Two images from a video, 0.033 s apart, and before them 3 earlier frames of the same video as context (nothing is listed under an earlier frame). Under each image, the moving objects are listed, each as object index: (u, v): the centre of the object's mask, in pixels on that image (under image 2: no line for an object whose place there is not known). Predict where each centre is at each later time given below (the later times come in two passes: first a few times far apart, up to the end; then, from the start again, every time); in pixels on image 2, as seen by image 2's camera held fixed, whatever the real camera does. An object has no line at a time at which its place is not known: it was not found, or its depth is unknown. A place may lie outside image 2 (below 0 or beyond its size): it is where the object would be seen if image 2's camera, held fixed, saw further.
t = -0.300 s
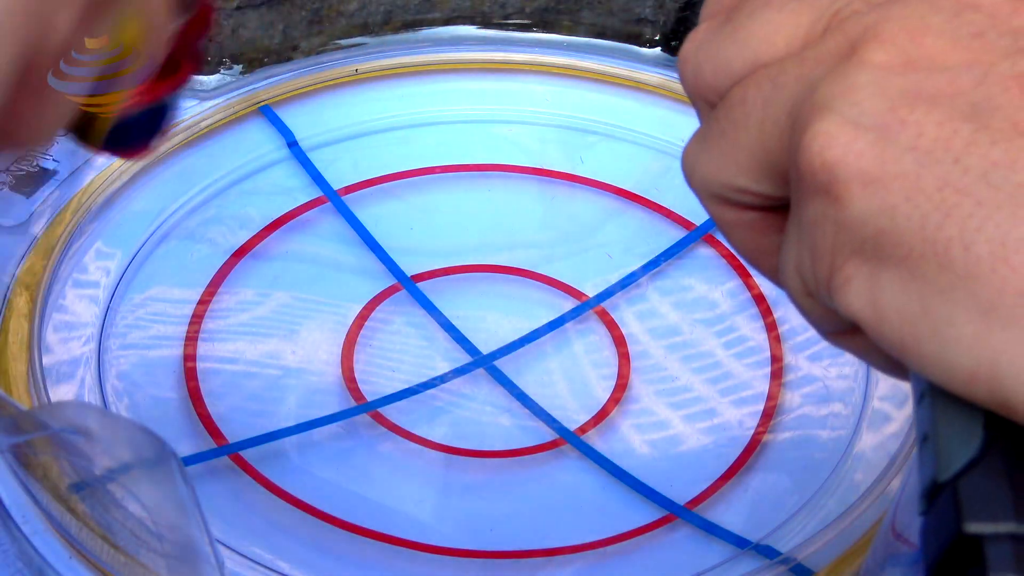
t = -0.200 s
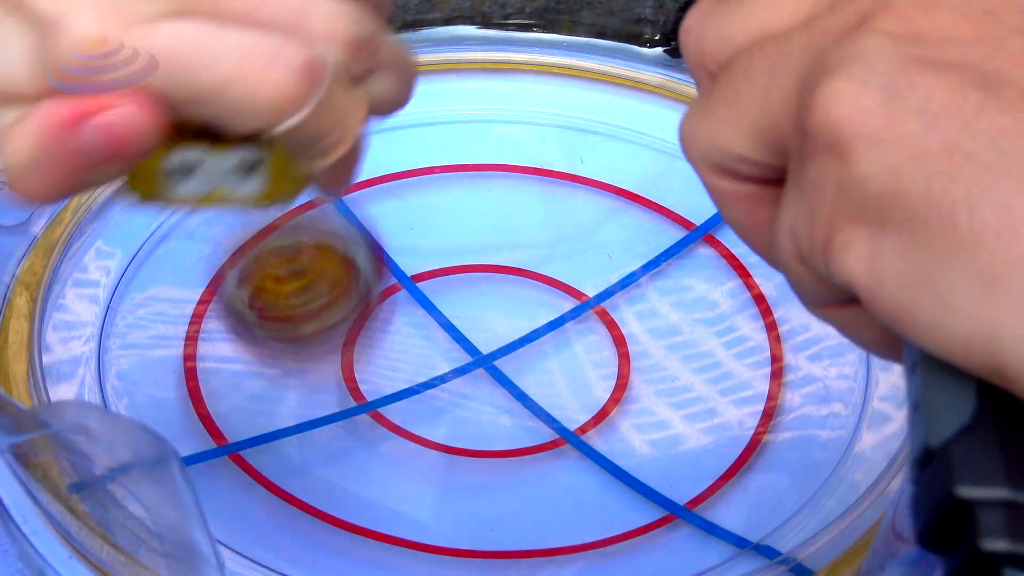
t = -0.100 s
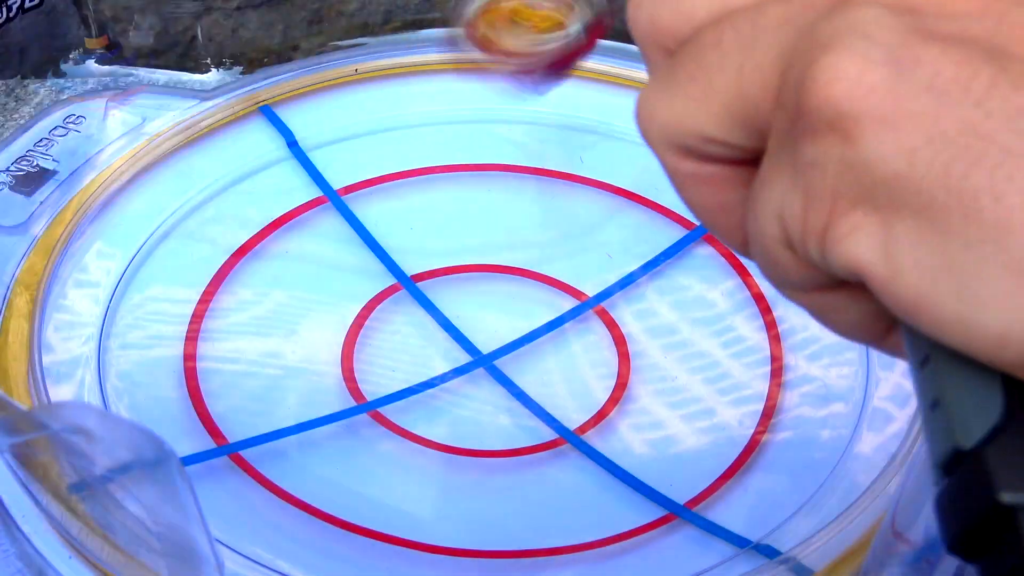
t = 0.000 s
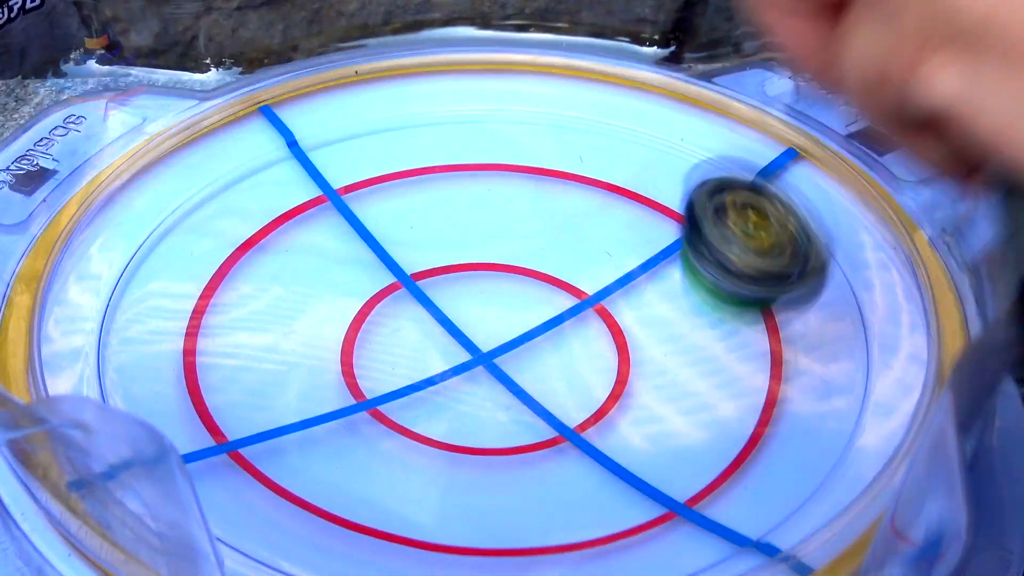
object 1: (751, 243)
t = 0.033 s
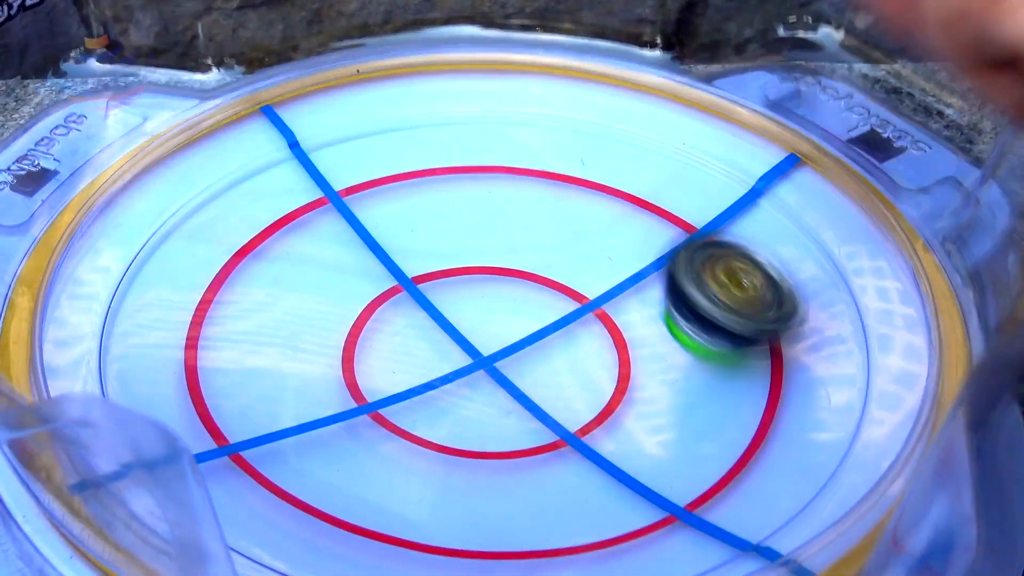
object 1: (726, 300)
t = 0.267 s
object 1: (451, 133)
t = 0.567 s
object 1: (267, 202)
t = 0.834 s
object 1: (449, 321)
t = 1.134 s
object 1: (750, 198)
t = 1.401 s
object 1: (557, 156)
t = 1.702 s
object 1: (402, 305)
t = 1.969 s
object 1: (603, 253)
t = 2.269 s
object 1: (555, 240)
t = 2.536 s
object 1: (634, 307)
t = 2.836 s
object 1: (573, 360)
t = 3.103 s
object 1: (606, 368)
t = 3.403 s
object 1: (478, 347)
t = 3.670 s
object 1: (502, 389)
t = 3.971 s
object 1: (525, 341)
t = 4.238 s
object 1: (568, 343)
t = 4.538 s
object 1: (576, 379)
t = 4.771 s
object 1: (613, 346)
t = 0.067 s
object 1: (688, 259)
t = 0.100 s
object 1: (645, 241)
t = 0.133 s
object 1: (603, 237)
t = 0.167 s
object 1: (563, 202)
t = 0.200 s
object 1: (522, 184)
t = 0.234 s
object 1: (486, 158)
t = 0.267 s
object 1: (451, 133)
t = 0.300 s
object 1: (420, 111)
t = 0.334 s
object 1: (388, 90)
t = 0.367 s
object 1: (362, 83)
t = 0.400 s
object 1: (340, 93)
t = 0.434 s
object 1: (318, 114)
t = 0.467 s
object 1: (301, 132)
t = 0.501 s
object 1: (284, 155)
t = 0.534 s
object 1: (274, 180)
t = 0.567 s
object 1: (267, 202)
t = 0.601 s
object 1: (265, 223)
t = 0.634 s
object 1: (269, 246)
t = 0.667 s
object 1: (284, 265)
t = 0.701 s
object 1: (303, 285)
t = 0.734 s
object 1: (327, 295)
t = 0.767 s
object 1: (361, 310)
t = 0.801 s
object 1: (401, 317)
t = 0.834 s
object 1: (449, 321)
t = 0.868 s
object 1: (499, 320)
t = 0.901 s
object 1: (546, 315)
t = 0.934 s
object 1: (593, 310)
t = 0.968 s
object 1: (634, 297)
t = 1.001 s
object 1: (669, 281)
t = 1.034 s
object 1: (701, 261)
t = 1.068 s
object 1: (725, 241)
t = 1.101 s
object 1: (741, 220)
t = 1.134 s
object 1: (750, 198)
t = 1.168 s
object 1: (754, 176)
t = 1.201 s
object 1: (752, 154)
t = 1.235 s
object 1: (737, 138)
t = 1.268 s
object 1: (712, 133)
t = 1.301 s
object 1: (676, 134)
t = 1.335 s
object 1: (639, 138)
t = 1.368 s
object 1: (598, 146)
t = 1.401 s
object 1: (557, 156)
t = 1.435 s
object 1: (520, 168)
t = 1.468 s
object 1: (488, 183)
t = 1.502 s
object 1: (457, 204)
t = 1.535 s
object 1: (431, 225)
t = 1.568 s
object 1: (411, 243)
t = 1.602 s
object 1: (397, 257)
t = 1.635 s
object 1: (388, 272)
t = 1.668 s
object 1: (388, 290)
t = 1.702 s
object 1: (402, 305)
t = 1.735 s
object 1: (439, 301)
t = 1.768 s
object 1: (471, 292)
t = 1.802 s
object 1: (503, 289)
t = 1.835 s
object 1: (531, 283)
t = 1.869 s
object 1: (554, 276)
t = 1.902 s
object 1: (572, 267)
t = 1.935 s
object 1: (589, 261)
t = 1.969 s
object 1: (603, 253)
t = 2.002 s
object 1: (616, 246)
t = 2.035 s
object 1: (623, 236)
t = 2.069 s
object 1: (622, 228)
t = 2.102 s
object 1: (613, 222)
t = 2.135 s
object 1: (603, 220)
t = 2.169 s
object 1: (591, 220)
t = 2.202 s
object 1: (580, 223)
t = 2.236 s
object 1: (568, 230)
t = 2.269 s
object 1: (555, 240)
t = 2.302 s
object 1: (542, 256)
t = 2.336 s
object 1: (559, 260)
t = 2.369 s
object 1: (581, 274)
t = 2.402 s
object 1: (594, 278)
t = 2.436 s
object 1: (604, 286)
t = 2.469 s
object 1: (616, 294)
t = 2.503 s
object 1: (628, 300)
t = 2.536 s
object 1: (634, 307)
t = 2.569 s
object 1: (635, 312)
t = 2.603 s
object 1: (629, 317)
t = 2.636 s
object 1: (620, 319)
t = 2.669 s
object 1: (610, 321)
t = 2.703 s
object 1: (600, 326)
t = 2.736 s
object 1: (590, 332)
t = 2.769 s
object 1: (582, 340)
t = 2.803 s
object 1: (576, 350)
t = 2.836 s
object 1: (573, 360)
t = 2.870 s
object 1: (574, 368)
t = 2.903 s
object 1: (579, 376)
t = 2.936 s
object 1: (587, 382)
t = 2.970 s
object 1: (597, 385)
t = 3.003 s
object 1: (605, 384)
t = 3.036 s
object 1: (610, 381)
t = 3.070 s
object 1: (610, 375)
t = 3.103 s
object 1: (606, 368)
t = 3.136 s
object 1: (601, 362)
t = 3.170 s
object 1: (597, 356)
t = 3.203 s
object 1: (594, 351)
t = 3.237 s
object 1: (585, 347)
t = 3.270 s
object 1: (568, 343)
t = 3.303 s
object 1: (546, 340)
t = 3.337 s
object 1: (522, 339)
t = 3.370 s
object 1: (499, 344)
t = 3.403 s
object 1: (478, 347)
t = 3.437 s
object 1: (460, 354)
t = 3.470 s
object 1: (448, 361)
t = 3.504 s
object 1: (444, 368)
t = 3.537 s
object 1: (447, 374)
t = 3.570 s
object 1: (459, 378)
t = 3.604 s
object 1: (476, 383)
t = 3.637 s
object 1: (491, 388)
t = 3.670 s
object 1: (502, 389)
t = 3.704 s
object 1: (508, 387)
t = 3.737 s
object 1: (512, 380)
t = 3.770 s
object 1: (513, 369)
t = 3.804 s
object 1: (514, 357)
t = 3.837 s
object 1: (514, 346)
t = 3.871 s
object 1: (518, 343)
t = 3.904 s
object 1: (526, 346)
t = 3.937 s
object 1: (529, 345)
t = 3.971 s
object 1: (525, 341)
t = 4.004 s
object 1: (523, 340)
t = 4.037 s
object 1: (527, 345)
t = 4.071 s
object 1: (537, 348)
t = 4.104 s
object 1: (547, 349)
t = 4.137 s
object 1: (556, 348)
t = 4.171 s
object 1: (563, 345)
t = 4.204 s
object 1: (566, 344)
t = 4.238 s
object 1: (568, 343)
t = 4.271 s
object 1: (572, 356)
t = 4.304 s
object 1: (579, 376)
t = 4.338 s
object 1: (582, 390)
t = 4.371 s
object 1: (579, 397)
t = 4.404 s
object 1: (574, 400)
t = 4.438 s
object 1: (570, 399)
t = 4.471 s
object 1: (568, 395)
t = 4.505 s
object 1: (570, 388)
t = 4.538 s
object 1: (576, 379)
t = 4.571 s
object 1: (584, 370)
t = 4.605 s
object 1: (590, 359)
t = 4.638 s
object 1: (597, 350)
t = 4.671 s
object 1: (598, 344)
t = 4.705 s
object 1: (595, 337)
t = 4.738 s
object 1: (585, 329)
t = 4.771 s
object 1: (613, 346)
